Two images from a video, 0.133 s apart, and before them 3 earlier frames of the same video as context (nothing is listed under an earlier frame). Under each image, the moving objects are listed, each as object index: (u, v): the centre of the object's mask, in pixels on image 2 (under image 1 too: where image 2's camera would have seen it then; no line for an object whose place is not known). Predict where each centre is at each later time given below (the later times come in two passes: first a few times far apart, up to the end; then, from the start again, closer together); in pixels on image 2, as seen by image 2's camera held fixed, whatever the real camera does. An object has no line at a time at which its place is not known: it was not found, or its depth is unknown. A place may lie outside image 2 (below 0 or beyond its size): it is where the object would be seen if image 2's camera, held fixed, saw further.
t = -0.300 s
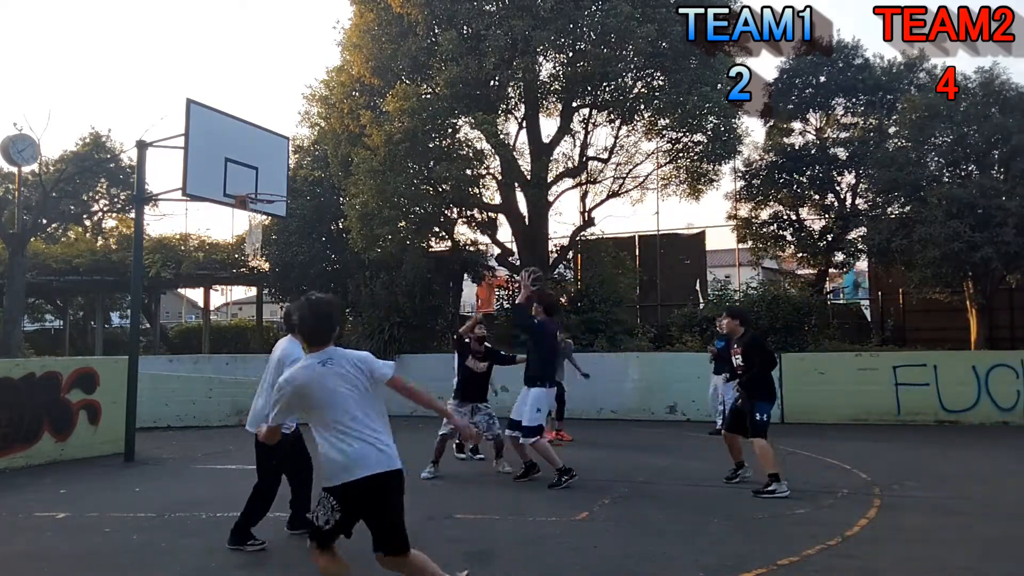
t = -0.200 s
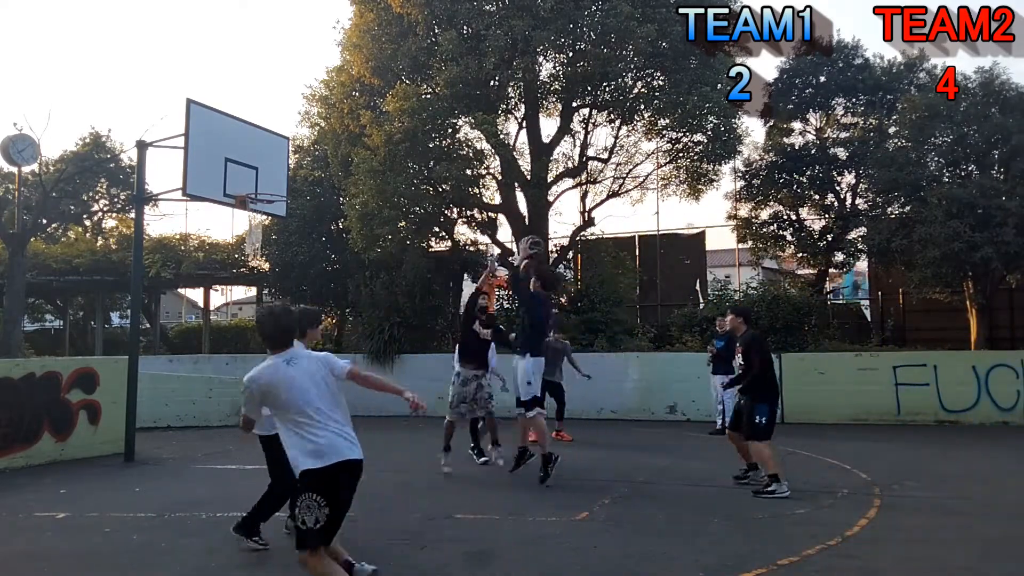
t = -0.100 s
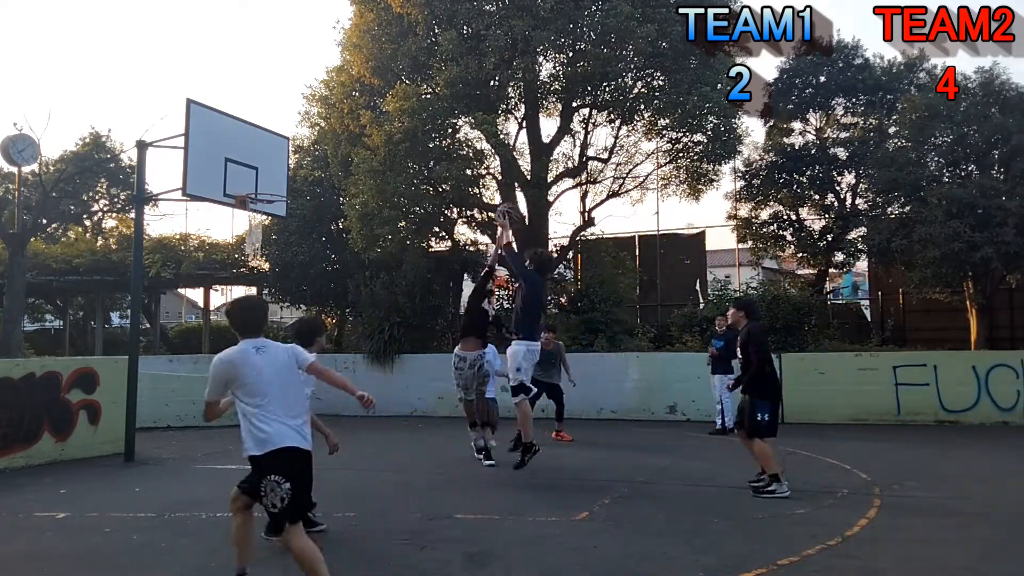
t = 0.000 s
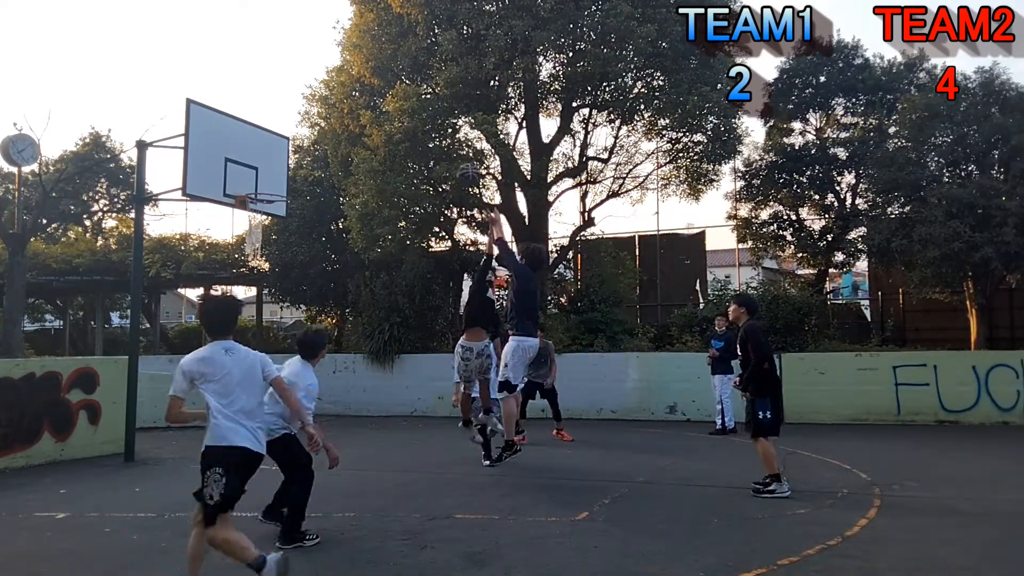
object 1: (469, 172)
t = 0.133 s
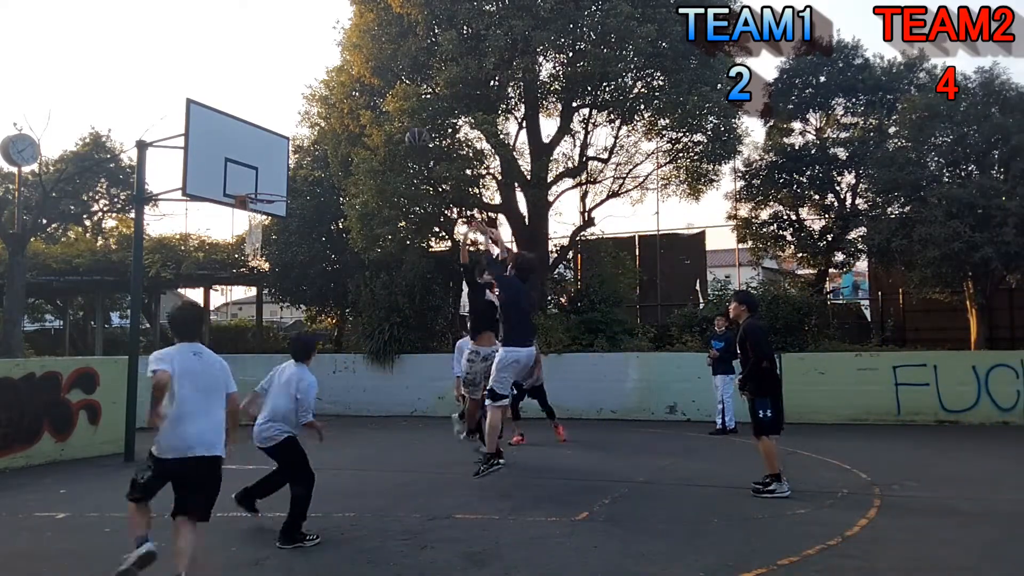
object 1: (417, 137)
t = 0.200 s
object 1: (397, 131)
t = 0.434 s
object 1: (313, 124)
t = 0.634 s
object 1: (250, 156)
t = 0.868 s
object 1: (248, 160)
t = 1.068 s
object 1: (255, 144)
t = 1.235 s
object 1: (260, 160)
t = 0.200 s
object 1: (397, 131)
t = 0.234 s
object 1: (382, 124)
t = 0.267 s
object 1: (368, 123)
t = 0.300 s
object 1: (360, 122)
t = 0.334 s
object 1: (348, 121)
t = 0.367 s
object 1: (336, 121)
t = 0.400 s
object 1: (324, 122)
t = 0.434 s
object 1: (313, 124)
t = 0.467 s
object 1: (302, 127)
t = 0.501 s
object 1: (291, 131)
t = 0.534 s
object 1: (280, 136)
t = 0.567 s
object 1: (270, 142)
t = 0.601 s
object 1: (260, 149)
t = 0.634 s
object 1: (250, 156)
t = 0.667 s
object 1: (239, 165)
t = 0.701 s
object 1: (231, 174)
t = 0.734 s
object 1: (241, 182)
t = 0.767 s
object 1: (245, 181)
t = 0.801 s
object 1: (246, 173)
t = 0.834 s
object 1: (247, 166)
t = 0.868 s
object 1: (248, 160)
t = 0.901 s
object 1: (249, 156)
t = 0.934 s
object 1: (250, 151)
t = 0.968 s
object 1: (251, 148)
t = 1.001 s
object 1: (252, 146)
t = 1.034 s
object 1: (254, 144)
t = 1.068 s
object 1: (255, 144)
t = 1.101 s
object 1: (256, 145)
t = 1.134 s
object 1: (257, 147)
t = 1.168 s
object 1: (258, 150)
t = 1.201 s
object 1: (259, 155)
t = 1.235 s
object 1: (260, 160)
